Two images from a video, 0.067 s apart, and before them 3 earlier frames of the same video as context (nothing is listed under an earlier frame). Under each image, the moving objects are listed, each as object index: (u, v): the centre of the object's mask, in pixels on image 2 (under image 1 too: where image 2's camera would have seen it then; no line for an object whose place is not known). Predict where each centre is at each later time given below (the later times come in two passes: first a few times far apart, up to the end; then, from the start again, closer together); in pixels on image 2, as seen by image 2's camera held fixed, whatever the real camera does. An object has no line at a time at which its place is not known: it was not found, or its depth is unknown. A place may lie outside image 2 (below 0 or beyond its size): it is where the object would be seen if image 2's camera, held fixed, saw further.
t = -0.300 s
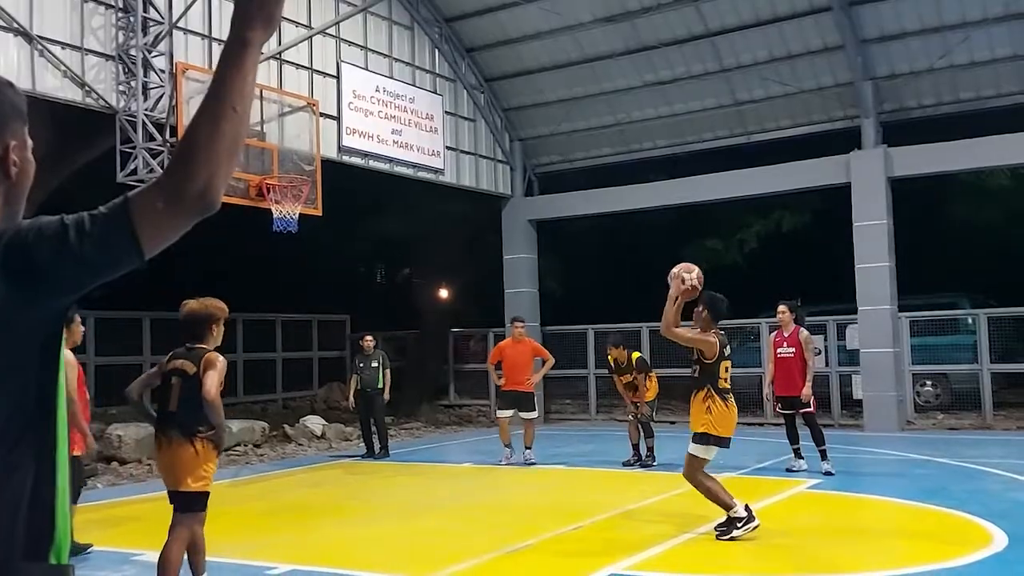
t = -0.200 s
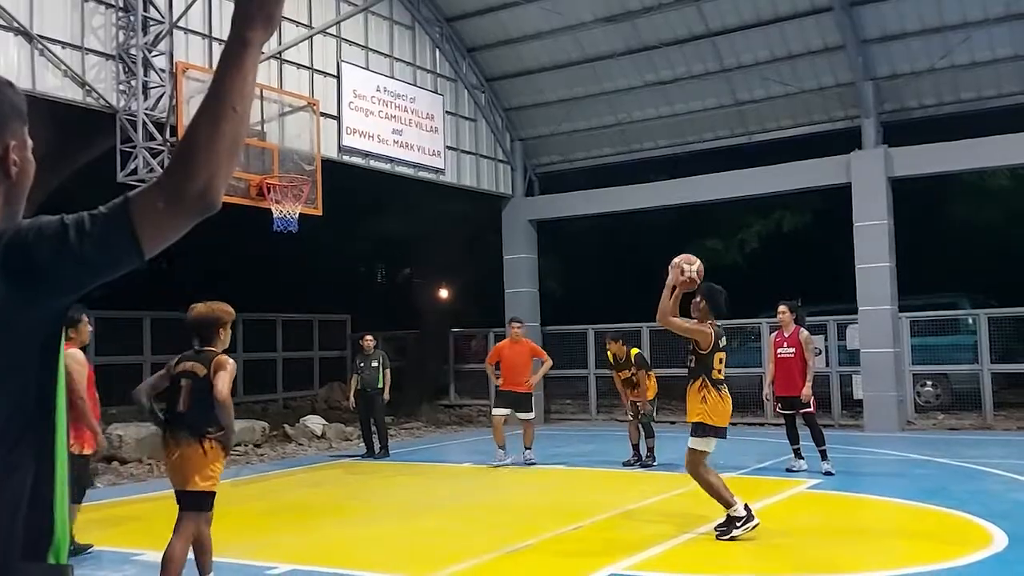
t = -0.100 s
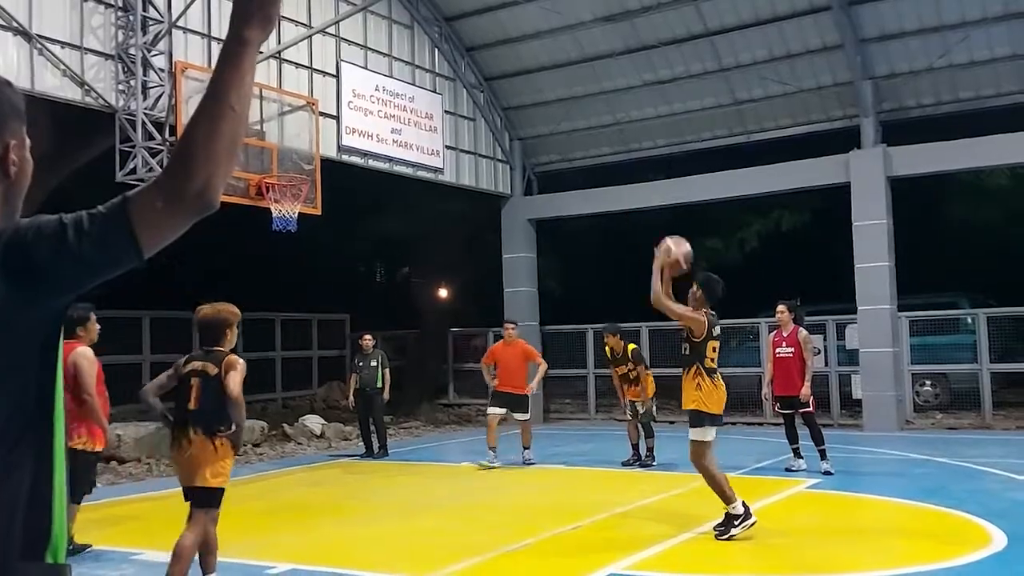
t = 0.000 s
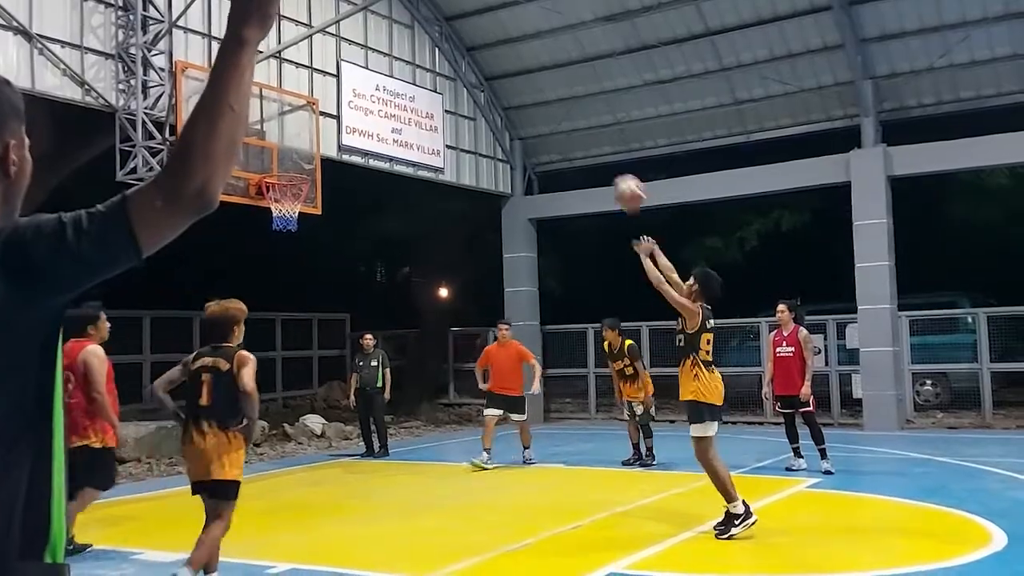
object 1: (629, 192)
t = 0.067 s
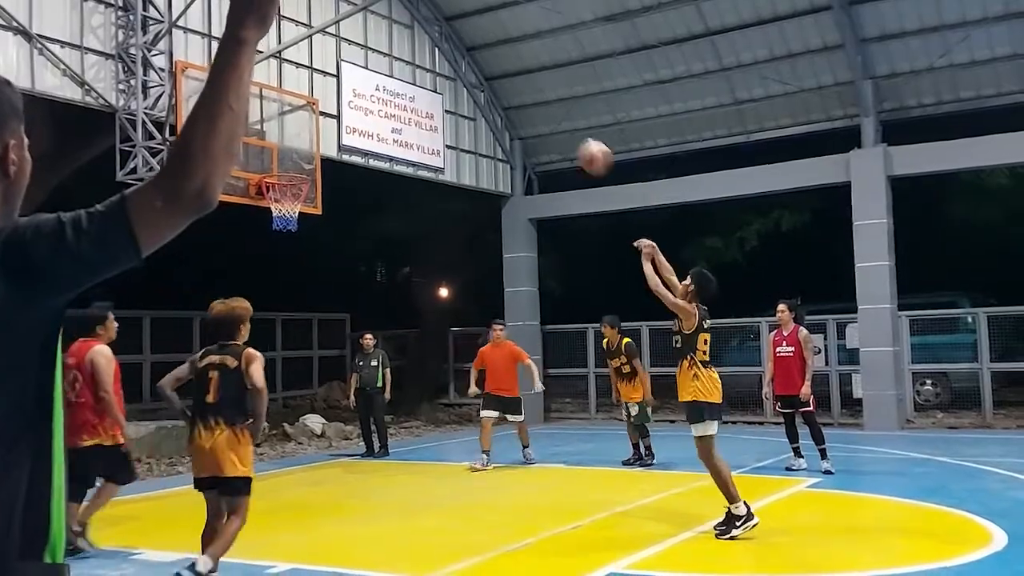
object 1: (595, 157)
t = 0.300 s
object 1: (485, 78)
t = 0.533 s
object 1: (395, 70)
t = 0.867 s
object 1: (287, 159)
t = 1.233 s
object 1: (373, 127)
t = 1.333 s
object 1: (407, 132)
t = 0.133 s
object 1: (560, 126)
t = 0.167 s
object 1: (544, 113)
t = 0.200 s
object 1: (528, 102)
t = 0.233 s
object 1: (513, 92)
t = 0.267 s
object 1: (498, 85)
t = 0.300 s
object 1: (485, 78)
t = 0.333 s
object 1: (471, 75)
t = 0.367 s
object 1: (458, 68)
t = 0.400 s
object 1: (446, 67)
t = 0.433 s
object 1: (431, 67)
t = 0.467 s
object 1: (420, 67)
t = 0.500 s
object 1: (407, 68)
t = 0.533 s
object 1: (395, 70)
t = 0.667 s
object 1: (348, 94)
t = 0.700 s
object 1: (337, 101)
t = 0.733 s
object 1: (325, 112)
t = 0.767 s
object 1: (316, 121)
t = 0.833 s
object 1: (296, 143)
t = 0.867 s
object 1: (287, 159)
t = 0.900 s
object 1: (279, 166)
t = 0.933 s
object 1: (280, 165)
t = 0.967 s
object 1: (289, 160)
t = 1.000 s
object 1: (301, 152)
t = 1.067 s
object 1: (318, 142)
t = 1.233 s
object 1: (373, 127)
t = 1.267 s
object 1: (384, 127)
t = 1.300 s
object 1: (395, 129)
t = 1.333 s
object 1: (407, 132)
